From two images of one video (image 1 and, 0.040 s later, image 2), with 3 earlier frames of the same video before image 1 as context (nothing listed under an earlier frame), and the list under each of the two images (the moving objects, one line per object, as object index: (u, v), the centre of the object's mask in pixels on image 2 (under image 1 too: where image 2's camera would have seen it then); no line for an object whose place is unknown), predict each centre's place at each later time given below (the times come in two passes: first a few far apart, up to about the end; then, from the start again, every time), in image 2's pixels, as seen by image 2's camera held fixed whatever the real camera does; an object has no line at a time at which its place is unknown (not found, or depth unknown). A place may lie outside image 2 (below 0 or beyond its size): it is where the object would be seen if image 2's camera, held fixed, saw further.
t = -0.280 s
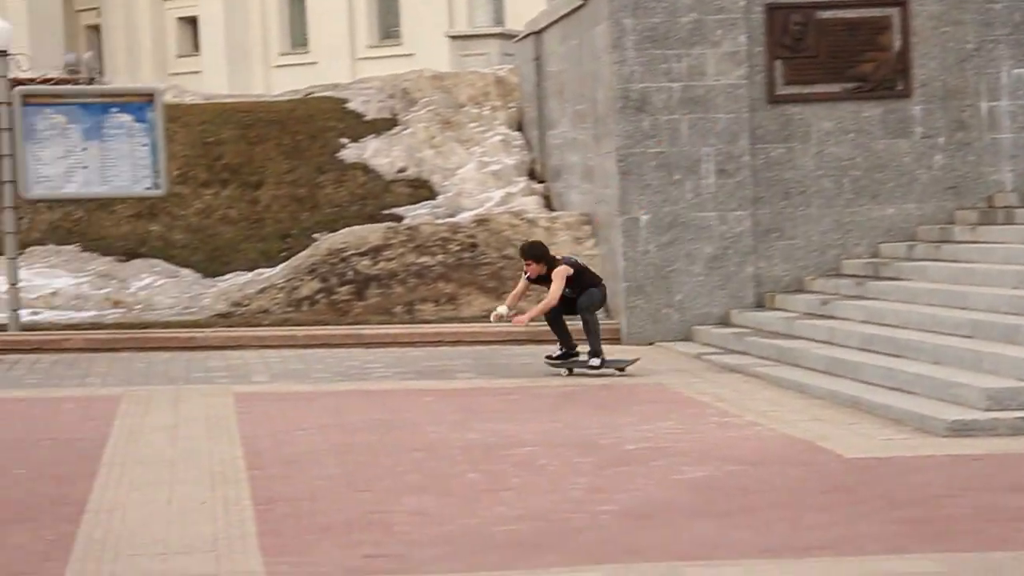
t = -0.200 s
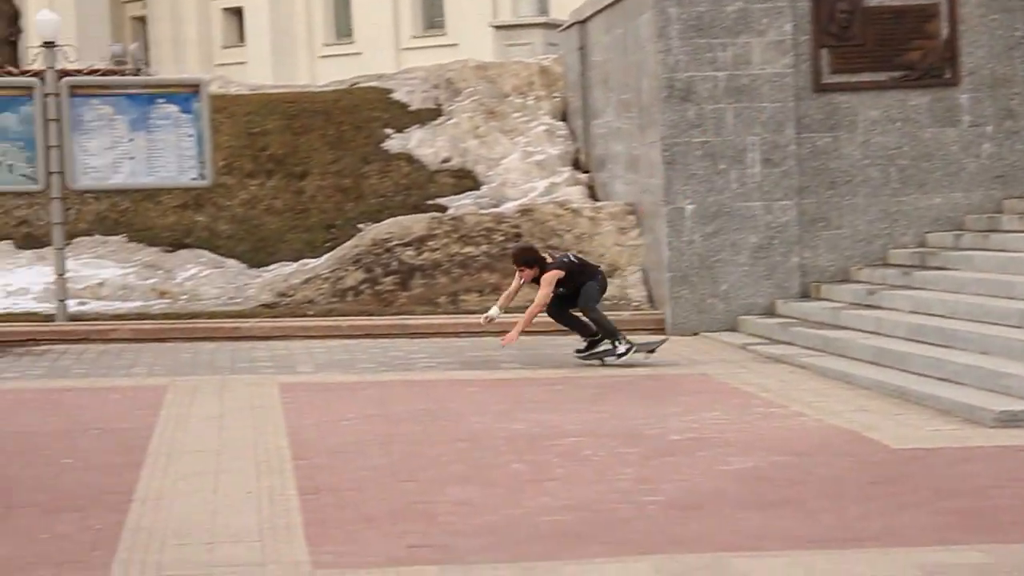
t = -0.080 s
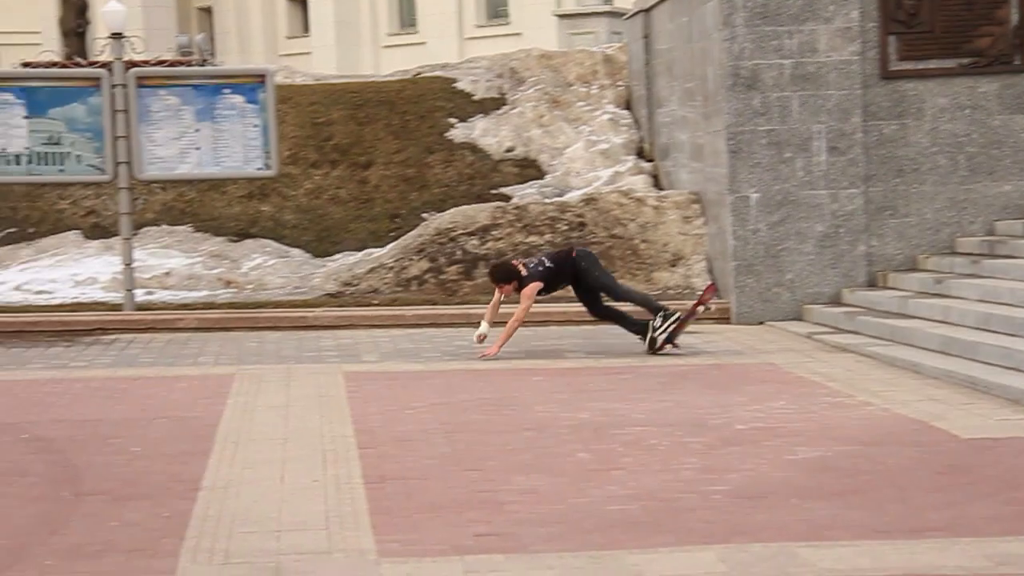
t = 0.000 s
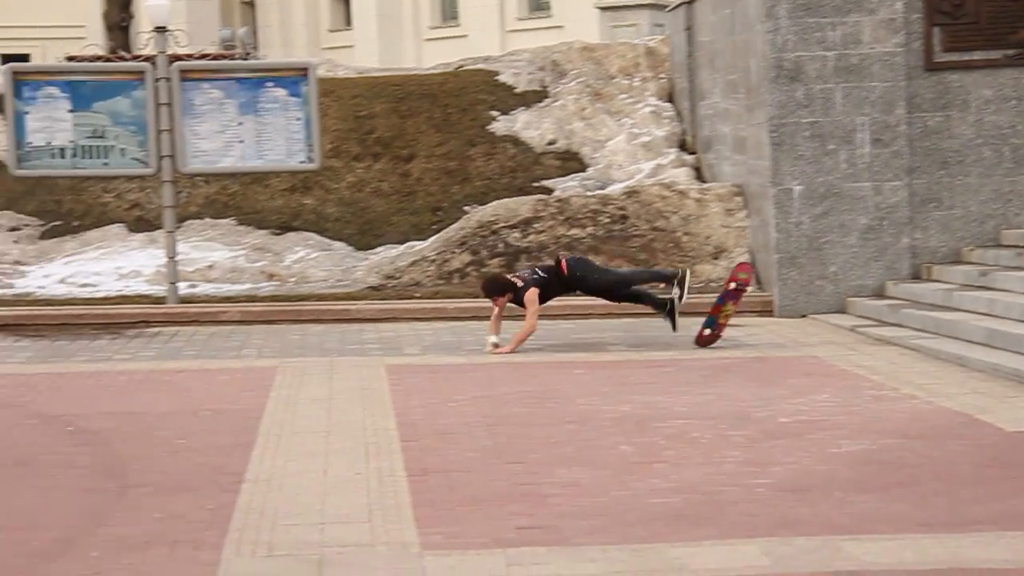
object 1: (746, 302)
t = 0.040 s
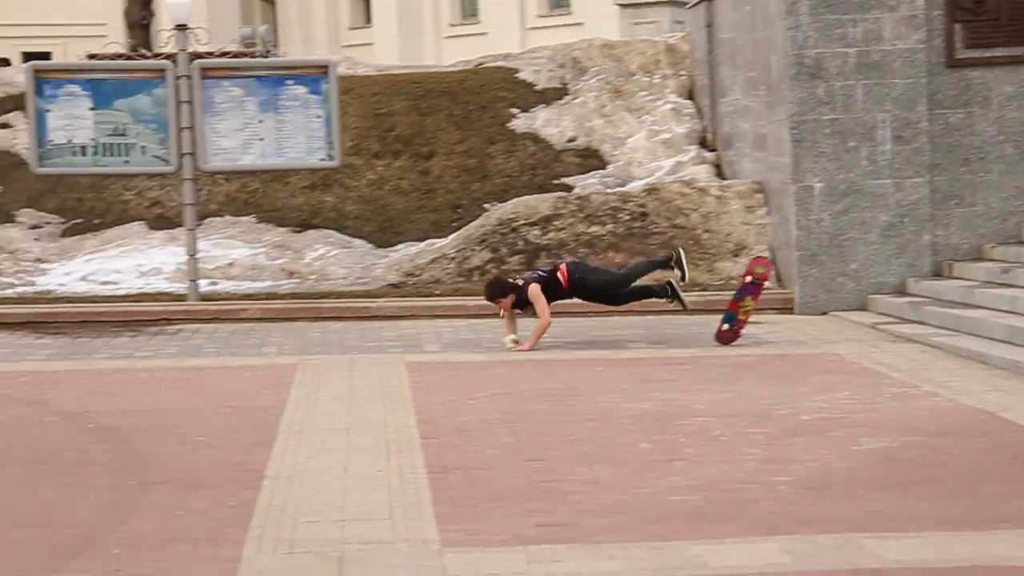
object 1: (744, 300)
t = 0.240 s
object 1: (738, 304)
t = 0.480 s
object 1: (733, 335)
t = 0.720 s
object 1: (742, 339)
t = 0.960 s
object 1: (753, 340)
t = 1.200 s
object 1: (763, 341)
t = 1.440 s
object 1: (773, 342)
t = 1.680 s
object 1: (784, 343)
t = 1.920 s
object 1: (794, 345)
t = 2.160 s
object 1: (804, 346)
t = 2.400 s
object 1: (813, 347)
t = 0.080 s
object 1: (742, 299)
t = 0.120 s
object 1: (741, 299)
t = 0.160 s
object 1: (739, 300)
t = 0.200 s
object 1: (738, 301)
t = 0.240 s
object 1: (738, 304)
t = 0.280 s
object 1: (737, 308)
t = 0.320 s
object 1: (737, 313)
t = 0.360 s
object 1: (736, 320)
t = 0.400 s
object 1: (735, 327)
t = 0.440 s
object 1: (732, 334)
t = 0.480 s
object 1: (733, 335)
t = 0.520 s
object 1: (737, 335)
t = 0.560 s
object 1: (738, 335)
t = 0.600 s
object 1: (738, 337)
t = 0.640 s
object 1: (739, 338)
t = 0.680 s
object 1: (740, 338)
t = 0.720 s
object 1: (742, 339)
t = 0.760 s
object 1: (744, 339)
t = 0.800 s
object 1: (746, 340)
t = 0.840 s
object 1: (748, 340)
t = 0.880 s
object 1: (750, 340)
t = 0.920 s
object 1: (751, 340)
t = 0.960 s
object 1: (753, 340)
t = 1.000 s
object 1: (755, 340)
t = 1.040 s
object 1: (756, 340)
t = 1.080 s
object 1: (759, 341)
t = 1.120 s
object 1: (760, 341)
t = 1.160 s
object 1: (762, 341)
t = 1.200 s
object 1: (763, 341)
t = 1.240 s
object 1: (766, 342)
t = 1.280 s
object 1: (767, 342)
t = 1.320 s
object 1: (769, 342)
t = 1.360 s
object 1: (770, 342)
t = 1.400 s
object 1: (772, 342)
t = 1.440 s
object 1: (773, 342)
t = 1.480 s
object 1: (775, 342)
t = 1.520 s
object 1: (777, 343)
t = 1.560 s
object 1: (779, 343)
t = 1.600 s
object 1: (780, 343)
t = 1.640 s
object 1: (782, 343)
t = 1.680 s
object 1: (784, 343)
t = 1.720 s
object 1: (786, 344)
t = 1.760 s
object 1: (788, 344)
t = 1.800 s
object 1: (789, 344)
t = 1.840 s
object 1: (790, 344)
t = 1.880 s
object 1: (792, 344)
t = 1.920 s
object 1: (794, 345)
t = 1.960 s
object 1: (796, 345)
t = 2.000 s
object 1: (798, 345)
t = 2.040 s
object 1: (799, 345)
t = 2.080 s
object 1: (801, 346)
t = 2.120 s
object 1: (802, 346)
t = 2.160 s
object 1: (804, 346)
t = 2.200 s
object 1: (805, 346)
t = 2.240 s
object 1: (807, 346)
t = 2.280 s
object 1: (808, 346)
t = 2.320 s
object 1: (811, 347)
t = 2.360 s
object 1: (812, 347)
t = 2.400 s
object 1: (813, 347)
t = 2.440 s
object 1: (814, 347)
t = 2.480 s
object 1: (816, 347)
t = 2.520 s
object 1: (817, 347)
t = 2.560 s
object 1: (819, 348)
